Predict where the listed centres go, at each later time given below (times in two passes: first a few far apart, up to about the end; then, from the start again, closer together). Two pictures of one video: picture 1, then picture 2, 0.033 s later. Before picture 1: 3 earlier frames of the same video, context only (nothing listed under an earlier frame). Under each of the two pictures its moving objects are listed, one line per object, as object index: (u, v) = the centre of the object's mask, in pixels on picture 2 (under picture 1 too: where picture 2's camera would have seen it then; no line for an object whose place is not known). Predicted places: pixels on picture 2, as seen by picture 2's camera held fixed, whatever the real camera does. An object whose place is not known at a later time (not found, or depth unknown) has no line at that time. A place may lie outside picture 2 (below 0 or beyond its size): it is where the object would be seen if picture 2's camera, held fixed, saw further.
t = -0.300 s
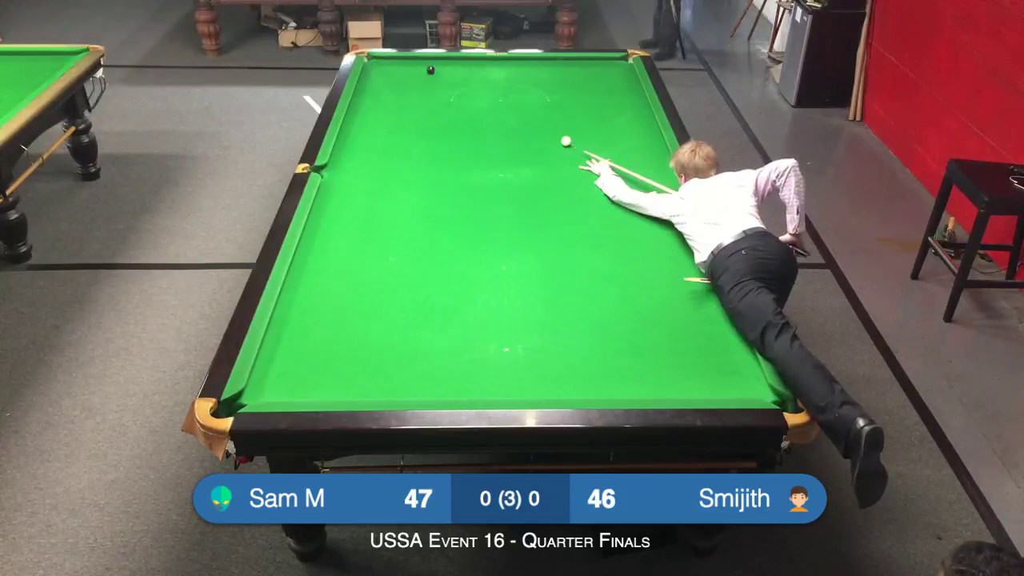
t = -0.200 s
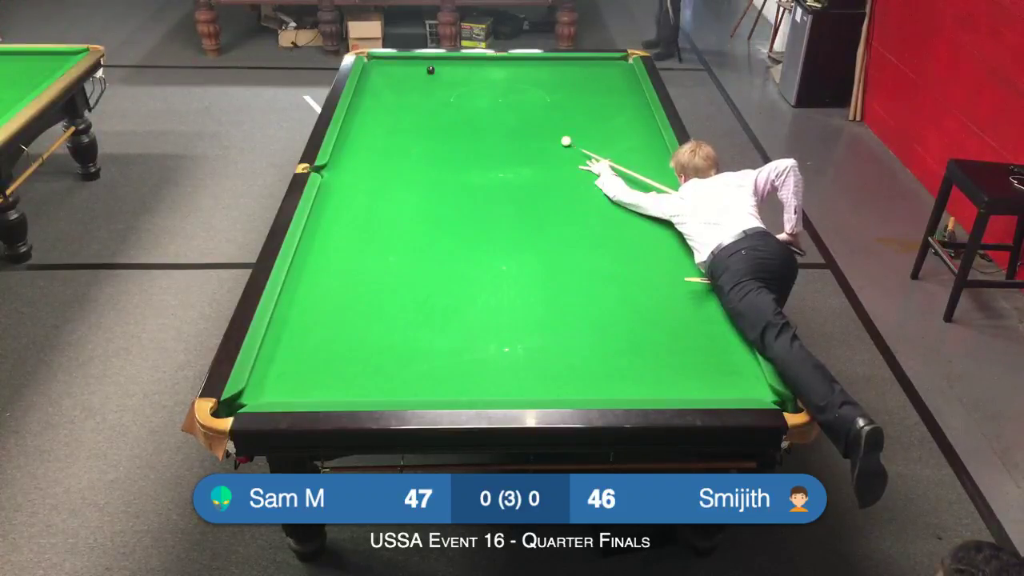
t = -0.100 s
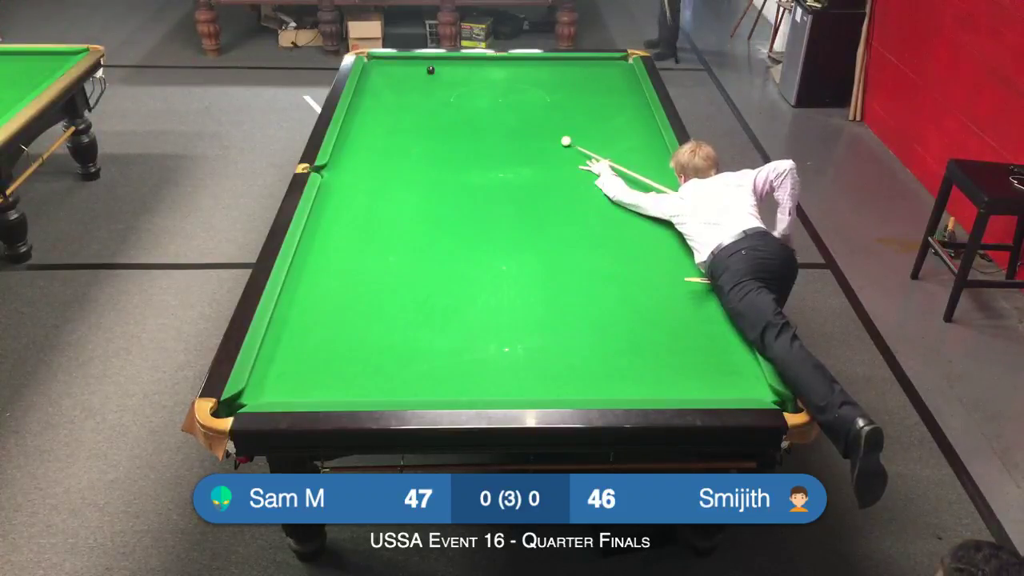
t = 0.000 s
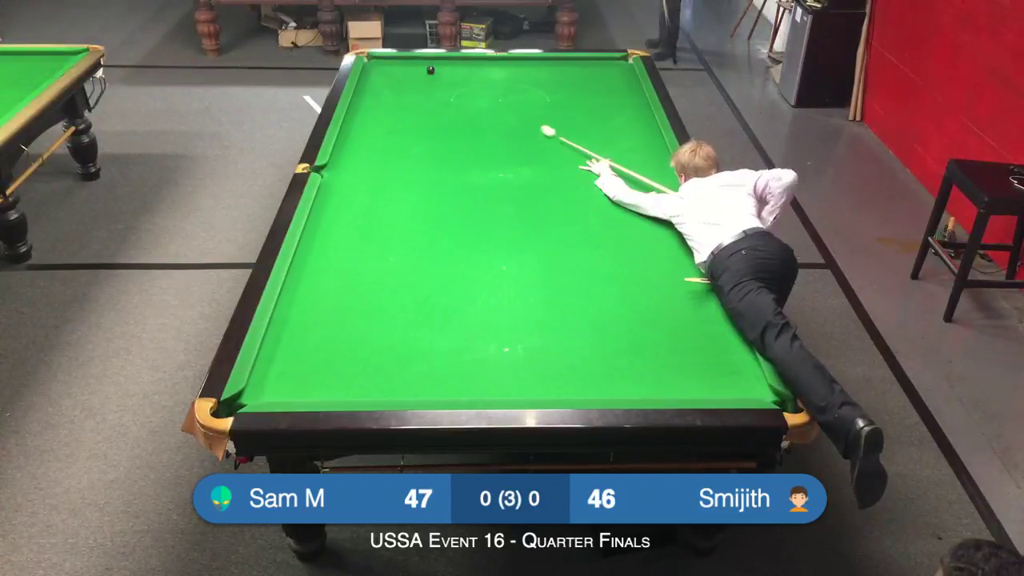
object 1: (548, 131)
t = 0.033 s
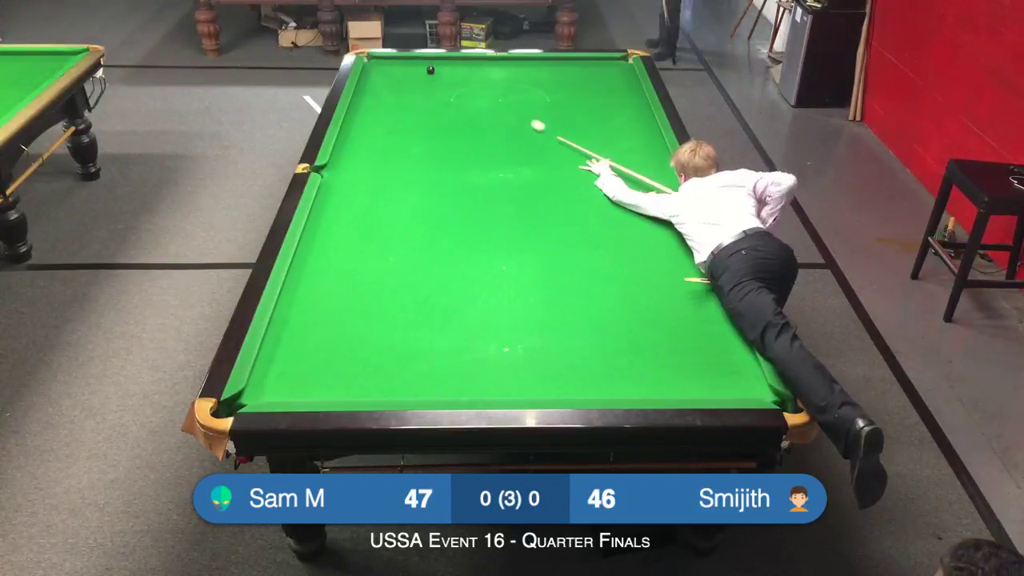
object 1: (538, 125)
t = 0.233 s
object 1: (489, 99)
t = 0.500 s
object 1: (442, 73)
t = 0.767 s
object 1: (445, 60)
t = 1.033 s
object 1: (447, 66)
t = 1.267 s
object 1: (449, 74)
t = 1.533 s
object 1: (451, 84)
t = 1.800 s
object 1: (453, 94)
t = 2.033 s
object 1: (454, 102)
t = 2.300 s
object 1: (457, 112)
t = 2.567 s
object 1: (459, 123)
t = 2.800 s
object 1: (461, 131)
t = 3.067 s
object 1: (463, 141)
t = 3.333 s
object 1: (465, 151)
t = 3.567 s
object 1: (467, 160)
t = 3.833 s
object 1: (469, 169)
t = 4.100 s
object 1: (471, 178)
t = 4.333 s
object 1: (473, 186)
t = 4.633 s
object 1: (475, 196)
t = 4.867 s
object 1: (477, 203)
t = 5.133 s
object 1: (479, 211)
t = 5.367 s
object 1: (480, 217)
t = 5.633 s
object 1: (481, 224)
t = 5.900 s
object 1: (482, 231)
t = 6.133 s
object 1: (483, 236)
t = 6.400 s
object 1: (485, 241)
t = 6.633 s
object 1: (486, 244)
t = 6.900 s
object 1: (486, 248)
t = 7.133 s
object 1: (487, 251)
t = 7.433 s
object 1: (487, 253)
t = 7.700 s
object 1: (488, 255)
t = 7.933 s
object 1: (488, 255)
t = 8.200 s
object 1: (488, 255)
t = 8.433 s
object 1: (488, 255)
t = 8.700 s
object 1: (488, 255)
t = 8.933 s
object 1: (488, 255)
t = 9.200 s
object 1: (488, 255)
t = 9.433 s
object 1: (488, 255)
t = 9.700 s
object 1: (488, 255)
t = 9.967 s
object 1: (488, 255)
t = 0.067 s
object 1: (528, 120)
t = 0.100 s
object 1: (519, 116)
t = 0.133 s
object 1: (511, 111)
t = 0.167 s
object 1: (503, 107)
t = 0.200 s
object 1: (496, 103)
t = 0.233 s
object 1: (489, 99)
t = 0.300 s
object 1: (476, 92)
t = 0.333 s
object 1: (470, 89)
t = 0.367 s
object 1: (464, 85)
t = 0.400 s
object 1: (458, 82)
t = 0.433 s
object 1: (453, 79)
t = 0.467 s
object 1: (447, 76)
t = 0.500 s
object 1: (442, 73)
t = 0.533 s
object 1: (438, 70)
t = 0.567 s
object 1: (440, 69)
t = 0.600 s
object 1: (441, 68)
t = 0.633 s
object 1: (443, 66)
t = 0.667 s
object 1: (444, 65)
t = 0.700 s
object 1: (444, 63)
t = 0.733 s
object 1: (445, 61)
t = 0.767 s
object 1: (445, 60)
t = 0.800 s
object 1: (445, 58)
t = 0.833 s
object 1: (446, 58)
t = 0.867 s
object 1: (446, 59)
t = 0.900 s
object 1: (446, 61)
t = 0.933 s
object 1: (446, 62)
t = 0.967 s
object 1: (447, 63)
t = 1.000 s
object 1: (447, 64)
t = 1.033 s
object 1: (447, 66)
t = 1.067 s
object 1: (447, 67)
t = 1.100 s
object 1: (448, 68)
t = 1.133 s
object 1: (448, 69)
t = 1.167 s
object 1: (448, 71)
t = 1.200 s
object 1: (448, 72)
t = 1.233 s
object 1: (449, 73)
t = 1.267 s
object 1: (449, 74)
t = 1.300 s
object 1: (449, 75)
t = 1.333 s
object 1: (449, 77)
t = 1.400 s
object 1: (450, 78)
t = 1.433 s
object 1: (450, 81)
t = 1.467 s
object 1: (450, 82)
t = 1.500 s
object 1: (451, 83)
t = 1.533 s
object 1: (451, 84)
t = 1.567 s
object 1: (451, 85)
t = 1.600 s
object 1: (452, 87)
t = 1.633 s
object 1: (452, 88)
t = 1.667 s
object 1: (452, 89)
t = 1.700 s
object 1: (452, 90)
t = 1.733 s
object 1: (453, 91)
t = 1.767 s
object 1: (453, 93)
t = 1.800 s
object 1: (453, 94)
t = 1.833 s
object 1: (453, 95)
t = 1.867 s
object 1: (454, 96)
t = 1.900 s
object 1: (454, 98)
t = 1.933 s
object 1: (454, 99)
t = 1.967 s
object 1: (454, 100)
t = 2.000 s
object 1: (454, 101)
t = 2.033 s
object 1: (454, 102)
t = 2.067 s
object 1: (455, 104)
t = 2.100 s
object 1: (455, 105)
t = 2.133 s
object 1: (455, 106)
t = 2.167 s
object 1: (455, 108)
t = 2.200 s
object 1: (456, 109)
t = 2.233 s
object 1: (456, 110)
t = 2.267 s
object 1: (456, 111)
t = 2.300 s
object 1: (457, 112)
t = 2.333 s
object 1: (457, 114)
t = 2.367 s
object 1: (457, 115)
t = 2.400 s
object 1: (457, 116)
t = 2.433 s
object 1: (458, 118)
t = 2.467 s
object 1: (458, 119)
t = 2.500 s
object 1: (458, 120)
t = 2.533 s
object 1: (458, 121)
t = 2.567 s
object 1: (459, 123)
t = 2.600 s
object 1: (459, 124)
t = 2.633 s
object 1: (459, 125)
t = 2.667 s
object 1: (460, 126)
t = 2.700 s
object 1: (460, 127)
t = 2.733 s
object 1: (460, 129)
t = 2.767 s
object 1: (461, 130)
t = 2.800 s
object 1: (461, 131)
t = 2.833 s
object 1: (461, 132)
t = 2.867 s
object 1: (461, 134)
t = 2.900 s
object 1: (461, 135)
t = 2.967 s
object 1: (462, 137)
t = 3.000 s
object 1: (462, 139)
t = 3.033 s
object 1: (462, 140)
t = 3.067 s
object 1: (463, 141)
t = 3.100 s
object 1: (463, 142)
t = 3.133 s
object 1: (463, 143)
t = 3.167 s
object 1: (464, 145)
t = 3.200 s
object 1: (464, 146)
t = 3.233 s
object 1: (464, 147)
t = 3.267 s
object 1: (464, 148)
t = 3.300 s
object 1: (465, 149)
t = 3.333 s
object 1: (465, 151)
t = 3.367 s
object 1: (465, 152)
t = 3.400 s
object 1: (466, 153)
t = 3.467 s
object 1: (466, 156)
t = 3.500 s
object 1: (467, 157)
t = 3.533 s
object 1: (467, 158)
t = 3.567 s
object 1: (467, 160)
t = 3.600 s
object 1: (467, 161)
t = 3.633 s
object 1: (468, 162)
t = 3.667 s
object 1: (468, 163)
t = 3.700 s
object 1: (468, 164)
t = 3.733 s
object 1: (468, 165)
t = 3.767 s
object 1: (468, 167)
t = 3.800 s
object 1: (469, 168)
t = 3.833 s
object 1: (469, 169)
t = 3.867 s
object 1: (469, 170)
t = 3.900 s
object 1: (470, 171)
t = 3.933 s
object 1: (470, 172)
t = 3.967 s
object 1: (470, 174)
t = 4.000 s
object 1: (471, 175)
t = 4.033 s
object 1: (471, 176)
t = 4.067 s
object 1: (471, 177)
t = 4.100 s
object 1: (471, 178)
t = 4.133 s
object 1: (472, 179)
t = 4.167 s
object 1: (472, 180)
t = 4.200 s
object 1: (472, 181)
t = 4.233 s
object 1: (472, 182)
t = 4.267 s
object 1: (473, 184)
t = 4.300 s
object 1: (473, 185)
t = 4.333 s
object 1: (473, 186)
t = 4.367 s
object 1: (474, 187)
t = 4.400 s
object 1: (474, 188)
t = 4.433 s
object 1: (474, 189)
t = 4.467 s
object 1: (474, 191)
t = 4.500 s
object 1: (475, 191)
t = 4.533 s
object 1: (475, 193)
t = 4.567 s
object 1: (475, 193)
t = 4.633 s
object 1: (475, 196)
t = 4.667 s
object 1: (476, 197)
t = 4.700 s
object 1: (476, 198)
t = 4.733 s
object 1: (476, 199)
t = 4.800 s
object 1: (477, 201)
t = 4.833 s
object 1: (477, 202)
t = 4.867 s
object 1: (477, 203)
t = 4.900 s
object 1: (477, 204)
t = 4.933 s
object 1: (477, 205)
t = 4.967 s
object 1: (478, 206)
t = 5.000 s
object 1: (478, 207)
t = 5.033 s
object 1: (478, 208)
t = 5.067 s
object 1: (478, 209)
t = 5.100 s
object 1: (478, 210)
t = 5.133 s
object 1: (479, 211)
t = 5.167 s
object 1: (479, 212)
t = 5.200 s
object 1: (479, 213)
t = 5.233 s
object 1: (479, 214)
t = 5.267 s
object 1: (479, 215)
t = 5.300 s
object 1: (480, 216)
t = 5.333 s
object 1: (480, 216)
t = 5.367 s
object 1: (480, 217)
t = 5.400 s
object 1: (480, 218)
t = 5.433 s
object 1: (480, 219)
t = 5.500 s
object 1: (480, 221)
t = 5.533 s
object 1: (481, 222)
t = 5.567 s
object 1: (481, 223)
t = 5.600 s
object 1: (481, 223)
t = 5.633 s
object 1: (481, 224)
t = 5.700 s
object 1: (481, 226)
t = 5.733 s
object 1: (482, 227)
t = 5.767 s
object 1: (482, 227)
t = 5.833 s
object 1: (482, 229)
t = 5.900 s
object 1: (482, 231)
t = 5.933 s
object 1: (483, 231)
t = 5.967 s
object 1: (483, 232)
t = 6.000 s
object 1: (483, 233)
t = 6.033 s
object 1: (483, 233)
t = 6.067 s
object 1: (483, 234)
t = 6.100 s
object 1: (483, 235)
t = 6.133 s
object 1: (483, 236)
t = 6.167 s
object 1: (484, 236)
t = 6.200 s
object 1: (484, 237)
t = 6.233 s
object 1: (484, 238)
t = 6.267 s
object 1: (484, 238)
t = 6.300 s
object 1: (484, 239)
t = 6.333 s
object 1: (484, 240)
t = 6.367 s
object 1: (484, 240)
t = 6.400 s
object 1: (485, 241)
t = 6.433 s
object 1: (485, 241)
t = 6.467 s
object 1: (485, 242)
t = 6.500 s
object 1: (485, 242)
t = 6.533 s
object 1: (485, 243)
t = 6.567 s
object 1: (485, 243)
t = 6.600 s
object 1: (486, 244)
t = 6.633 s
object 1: (486, 244)
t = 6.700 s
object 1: (486, 246)
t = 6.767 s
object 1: (486, 247)
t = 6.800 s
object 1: (486, 247)
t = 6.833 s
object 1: (486, 247)
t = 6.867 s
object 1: (486, 248)
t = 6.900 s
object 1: (486, 248)
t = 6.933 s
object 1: (486, 249)
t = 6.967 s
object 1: (486, 249)
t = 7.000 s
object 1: (487, 250)
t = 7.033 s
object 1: (487, 250)
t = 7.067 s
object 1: (487, 250)
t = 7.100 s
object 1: (487, 250)
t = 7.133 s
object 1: (487, 251)
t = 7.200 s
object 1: (487, 251)
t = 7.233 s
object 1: (487, 252)
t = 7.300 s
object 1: (487, 252)
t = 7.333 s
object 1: (487, 252)
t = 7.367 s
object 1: (487, 253)
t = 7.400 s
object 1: (487, 253)
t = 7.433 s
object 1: (487, 253)
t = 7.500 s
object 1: (487, 254)
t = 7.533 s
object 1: (487, 254)
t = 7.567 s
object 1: (488, 254)
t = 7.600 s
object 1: (488, 254)
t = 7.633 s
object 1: (488, 254)
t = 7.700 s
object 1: (488, 255)
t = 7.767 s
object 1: (488, 255)
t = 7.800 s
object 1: (488, 255)
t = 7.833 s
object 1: (488, 255)
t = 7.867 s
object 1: (488, 255)
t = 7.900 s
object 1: (488, 255)
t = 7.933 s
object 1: (488, 255)
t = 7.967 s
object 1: (488, 255)
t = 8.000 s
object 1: (488, 255)
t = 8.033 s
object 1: (488, 255)
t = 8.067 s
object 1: (488, 255)
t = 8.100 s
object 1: (488, 255)
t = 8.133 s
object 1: (488, 255)
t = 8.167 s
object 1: (488, 255)
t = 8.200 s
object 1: (488, 255)
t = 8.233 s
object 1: (488, 255)
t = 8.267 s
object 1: (488, 255)
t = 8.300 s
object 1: (488, 255)
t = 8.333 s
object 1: (488, 255)
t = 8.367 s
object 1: (488, 255)
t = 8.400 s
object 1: (488, 255)
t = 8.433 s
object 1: (488, 255)
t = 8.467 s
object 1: (488, 255)
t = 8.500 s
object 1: (488, 255)
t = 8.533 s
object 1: (488, 255)
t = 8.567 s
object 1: (488, 255)
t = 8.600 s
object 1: (488, 255)
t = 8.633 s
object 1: (488, 255)
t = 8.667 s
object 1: (488, 255)
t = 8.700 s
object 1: (488, 255)
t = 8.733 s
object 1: (488, 255)
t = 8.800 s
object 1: (488, 255)
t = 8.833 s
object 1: (488, 255)
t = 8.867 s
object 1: (488, 255)
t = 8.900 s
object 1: (488, 255)
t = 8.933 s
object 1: (488, 255)
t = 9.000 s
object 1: (488, 255)
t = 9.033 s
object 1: (488, 255)
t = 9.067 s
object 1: (488, 255)
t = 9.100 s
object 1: (488, 255)
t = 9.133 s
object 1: (488, 255)
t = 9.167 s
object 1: (488, 255)
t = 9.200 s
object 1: (488, 255)
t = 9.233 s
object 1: (488, 255)
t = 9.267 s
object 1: (488, 255)
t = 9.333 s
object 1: (488, 255)
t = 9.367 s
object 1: (488, 255)
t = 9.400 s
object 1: (488, 255)
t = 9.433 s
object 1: (488, 255)
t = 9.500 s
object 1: (488, 255)
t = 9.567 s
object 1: (488, 255)
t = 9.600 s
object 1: (488, 255)
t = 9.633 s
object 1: (488, 255)
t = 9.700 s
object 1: (488, 255)
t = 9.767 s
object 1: (488, 255)
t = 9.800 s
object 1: (488, 255)
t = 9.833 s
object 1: (488, 255)
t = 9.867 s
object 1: (488, 255)
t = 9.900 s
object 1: (488, 255)
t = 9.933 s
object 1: (488, 255)
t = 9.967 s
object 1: (488, 255)
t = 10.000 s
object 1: (488, 255)
